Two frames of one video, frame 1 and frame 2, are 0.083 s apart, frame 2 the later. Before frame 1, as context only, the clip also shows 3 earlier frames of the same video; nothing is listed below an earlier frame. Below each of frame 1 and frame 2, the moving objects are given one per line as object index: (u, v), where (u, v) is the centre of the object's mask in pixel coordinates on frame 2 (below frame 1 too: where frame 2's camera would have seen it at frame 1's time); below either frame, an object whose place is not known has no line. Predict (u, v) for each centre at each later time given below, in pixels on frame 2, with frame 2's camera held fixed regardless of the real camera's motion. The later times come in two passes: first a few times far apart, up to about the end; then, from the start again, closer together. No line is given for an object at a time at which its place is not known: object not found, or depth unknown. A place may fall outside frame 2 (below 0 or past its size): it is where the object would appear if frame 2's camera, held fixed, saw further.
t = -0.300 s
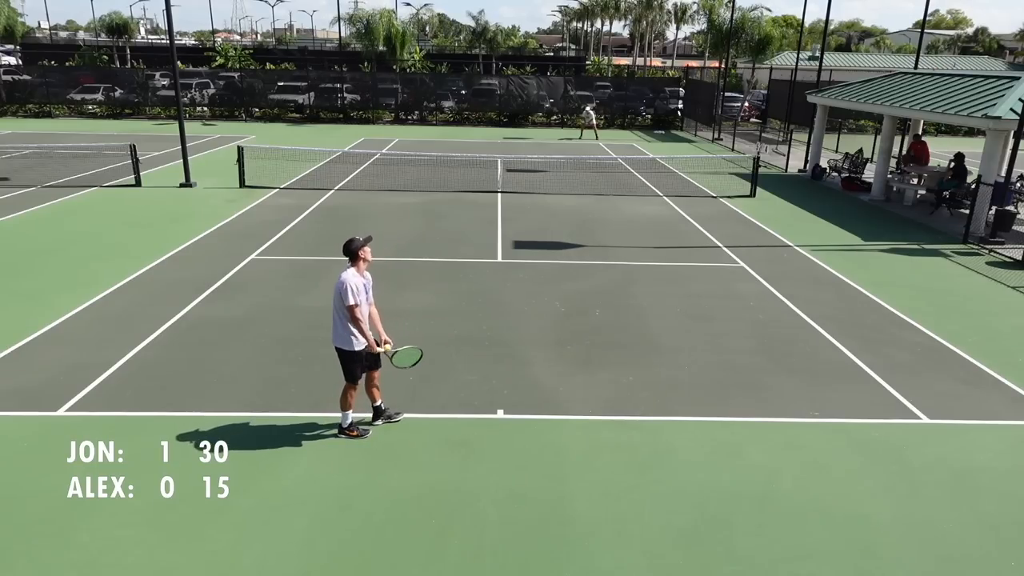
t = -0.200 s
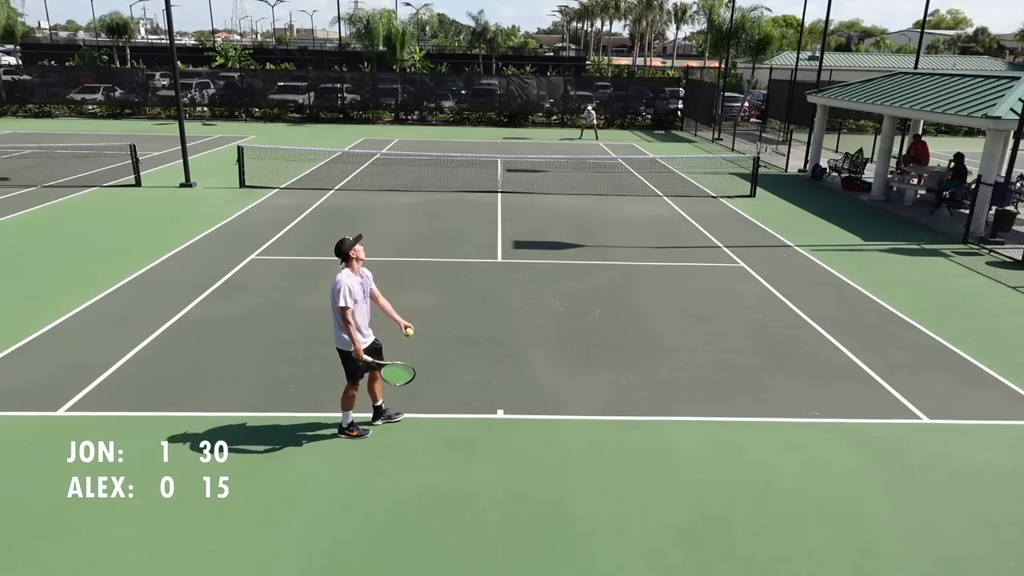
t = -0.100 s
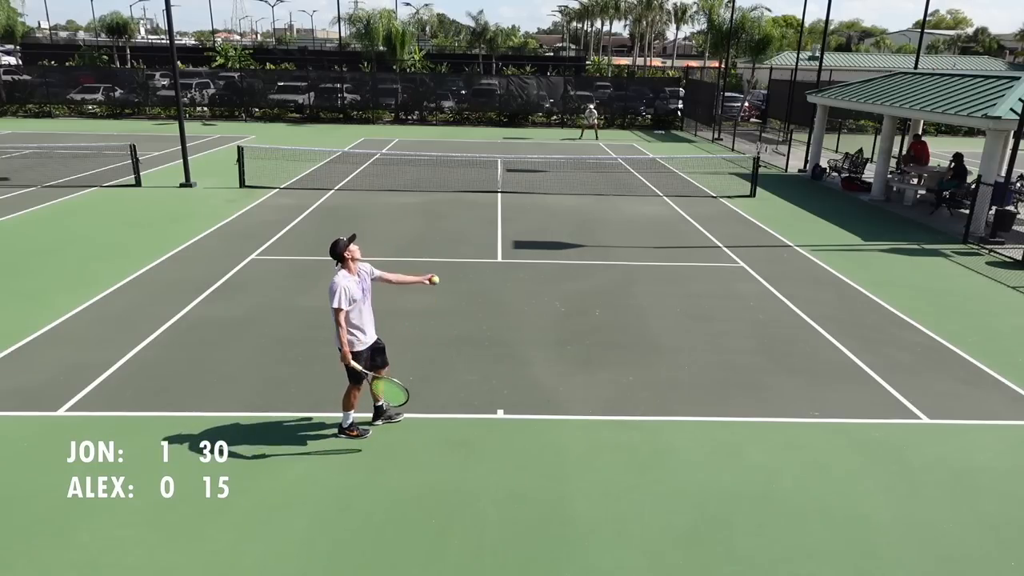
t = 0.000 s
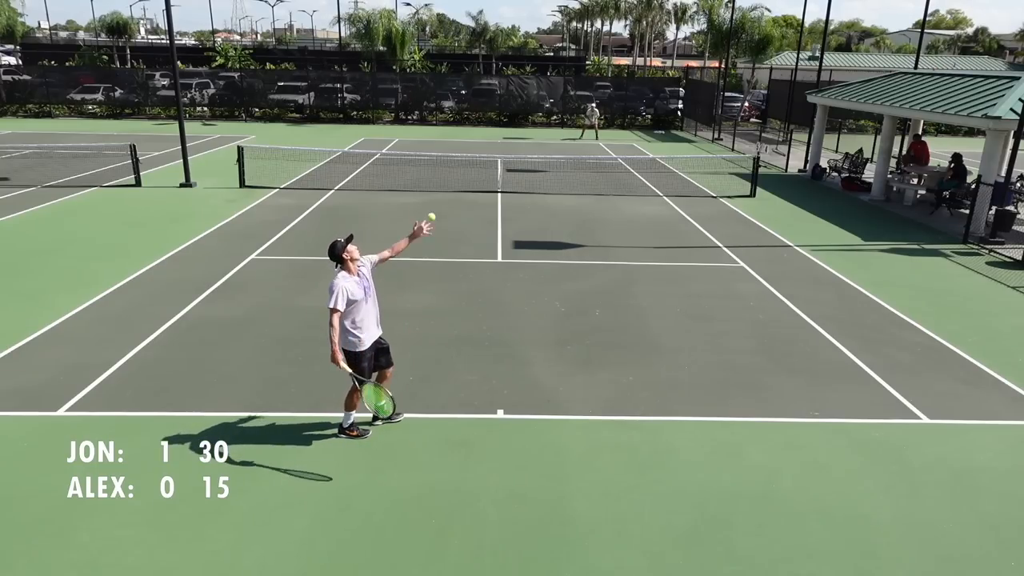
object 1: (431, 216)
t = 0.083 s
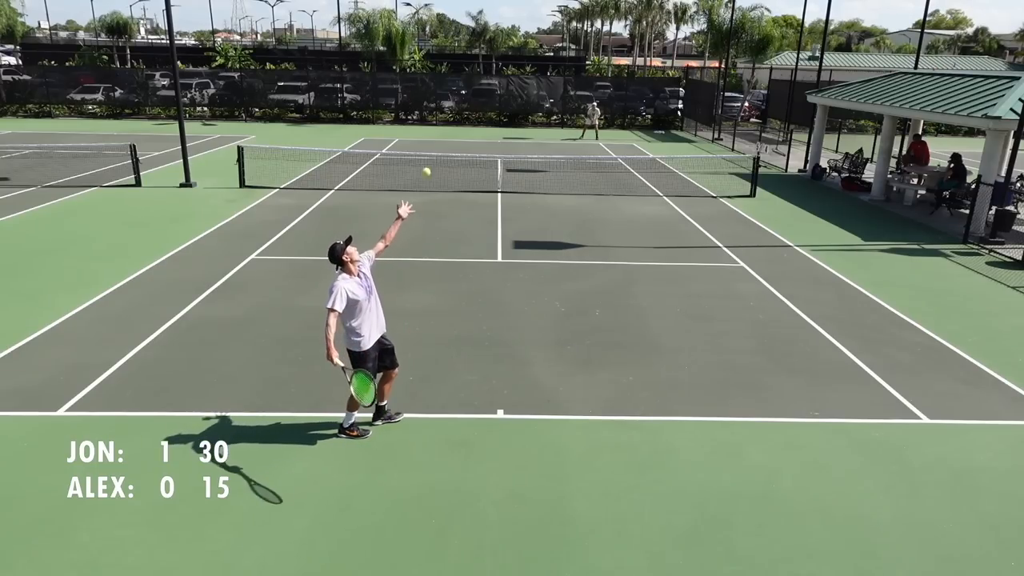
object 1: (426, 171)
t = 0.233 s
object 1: (417, 108)
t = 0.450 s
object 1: (405, 63)
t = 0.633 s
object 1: (396, 68)
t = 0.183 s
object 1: (420, 126)
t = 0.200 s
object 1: (419, 120)
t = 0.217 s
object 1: (418, 114)
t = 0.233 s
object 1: (417, 108)
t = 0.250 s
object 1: (416, 102)
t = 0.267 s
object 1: (414, 97)
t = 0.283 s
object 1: (413, 93)
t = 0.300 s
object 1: (413, 88)
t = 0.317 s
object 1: (412, 84)
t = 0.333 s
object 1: (411, 80)
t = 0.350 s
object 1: (410, 77)
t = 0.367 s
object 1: (409, 73)
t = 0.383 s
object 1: (409, 70)
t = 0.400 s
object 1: (408, 68)
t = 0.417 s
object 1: (407, 66)
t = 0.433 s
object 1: (406, 64)
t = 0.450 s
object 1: (405, 63)
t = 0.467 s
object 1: (404, 62)
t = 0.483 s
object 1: (403, 61)
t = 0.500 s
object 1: (403, 60)
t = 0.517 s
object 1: (402, 60)
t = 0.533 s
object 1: (401, 60)
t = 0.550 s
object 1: (400, 60)
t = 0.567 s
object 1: (399, 61)
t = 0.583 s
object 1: (398, 62)
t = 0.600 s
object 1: (397, 64)
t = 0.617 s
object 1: (396, 65)
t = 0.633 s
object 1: (396, 68)
